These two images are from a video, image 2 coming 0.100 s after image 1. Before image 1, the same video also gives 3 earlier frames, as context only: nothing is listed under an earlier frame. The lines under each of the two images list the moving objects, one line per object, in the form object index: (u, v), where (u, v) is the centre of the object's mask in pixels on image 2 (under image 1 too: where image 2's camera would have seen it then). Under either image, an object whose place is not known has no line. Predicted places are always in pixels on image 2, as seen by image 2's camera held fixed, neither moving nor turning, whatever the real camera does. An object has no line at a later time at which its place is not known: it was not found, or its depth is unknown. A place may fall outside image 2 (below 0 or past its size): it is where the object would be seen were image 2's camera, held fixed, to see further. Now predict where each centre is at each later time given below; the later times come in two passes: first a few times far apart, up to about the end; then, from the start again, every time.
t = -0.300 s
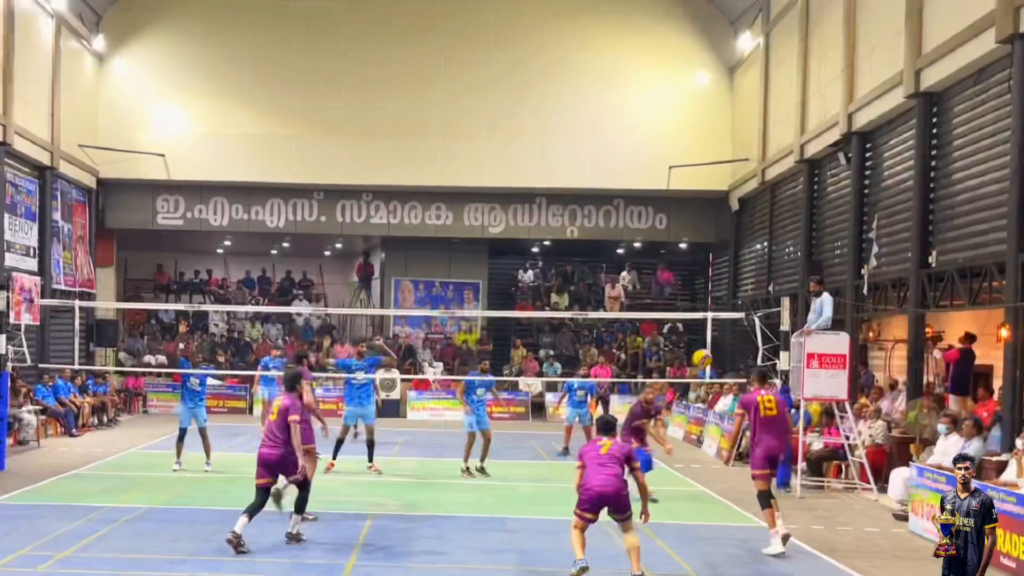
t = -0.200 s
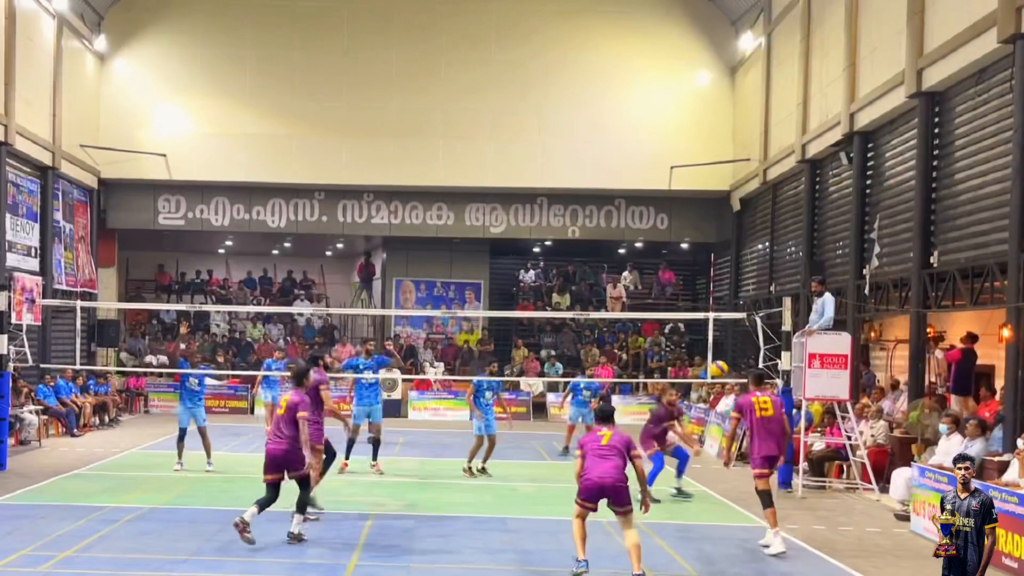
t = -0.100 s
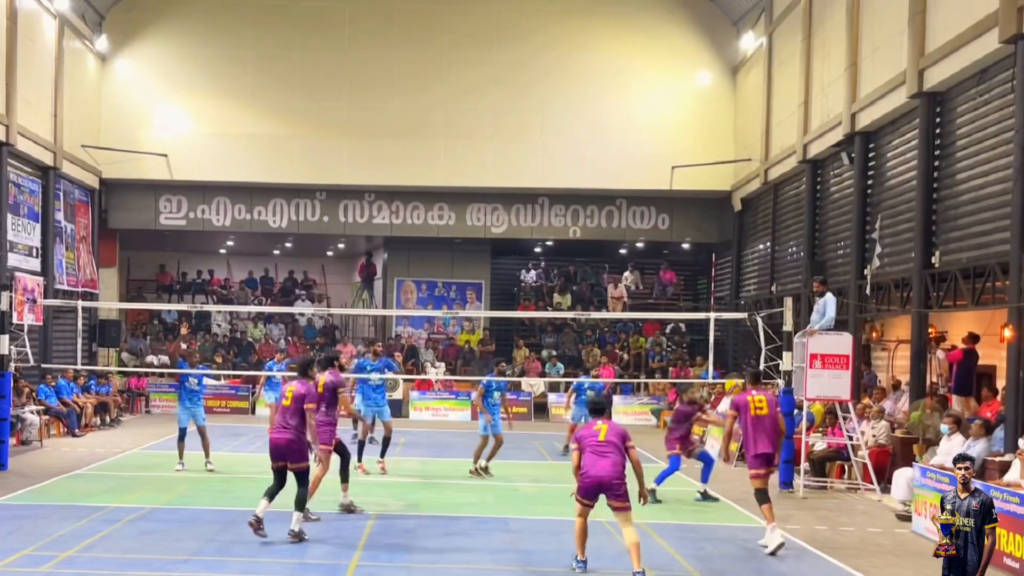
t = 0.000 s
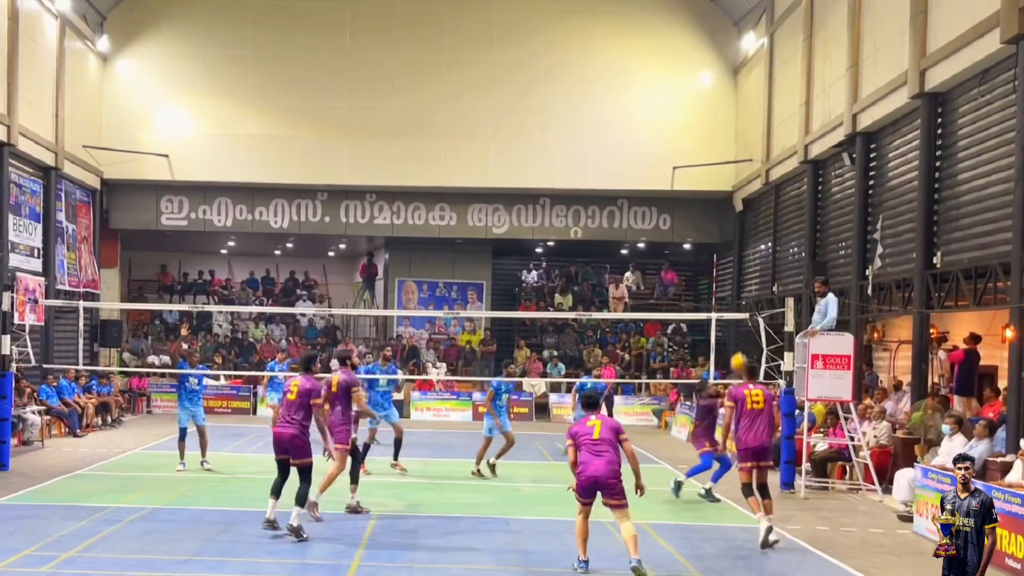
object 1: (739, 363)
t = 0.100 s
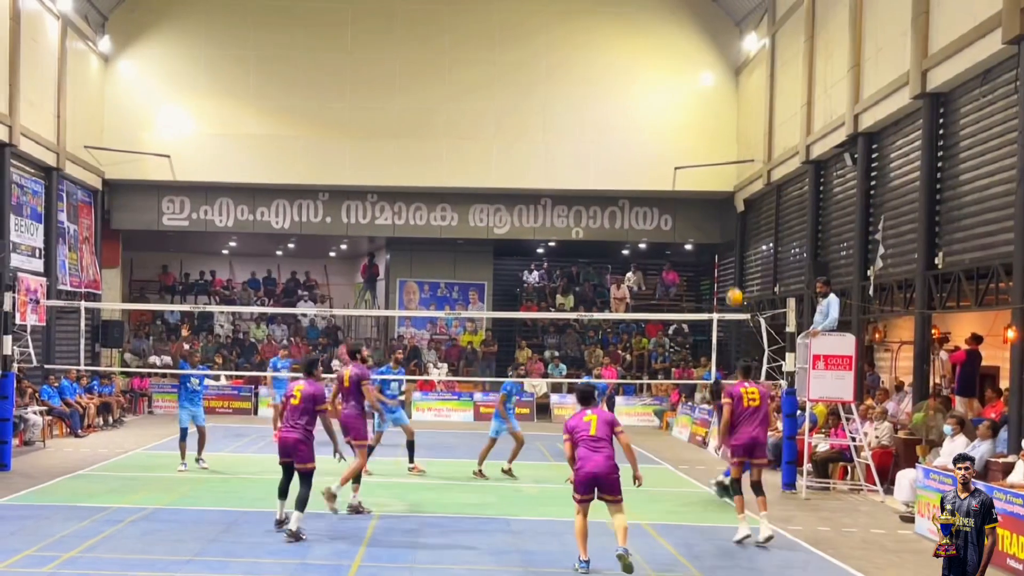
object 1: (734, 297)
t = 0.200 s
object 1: (729, 240)
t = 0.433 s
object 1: (713, 140)
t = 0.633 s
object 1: (698, 89)
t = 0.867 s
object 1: (680, 69)
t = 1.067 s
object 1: (664, 83)
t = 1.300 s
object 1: (645, 138)
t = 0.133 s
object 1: (733, 277)
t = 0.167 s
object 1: (731, 258)
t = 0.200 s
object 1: (729, 240)
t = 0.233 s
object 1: (726, 222)
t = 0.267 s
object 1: (724, 207)
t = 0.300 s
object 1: (723, 192)
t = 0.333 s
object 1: (720, 177)
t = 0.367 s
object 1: (718, 164)
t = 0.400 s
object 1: (715, 152)
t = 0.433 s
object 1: (713, 140)
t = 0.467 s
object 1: (711, 129)
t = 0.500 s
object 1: (708, 119)
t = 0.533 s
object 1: (705, 110)
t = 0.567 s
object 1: (703, 102)
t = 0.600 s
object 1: (701, 95)
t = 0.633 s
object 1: (698, 89)
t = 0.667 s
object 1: (696, 83)
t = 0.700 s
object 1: (693, 79)
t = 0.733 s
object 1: (691, 75)
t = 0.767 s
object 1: (688, 72)
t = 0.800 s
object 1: (685, 70)
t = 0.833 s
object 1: (683, 69)
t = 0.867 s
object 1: (680, 69)
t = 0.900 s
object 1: (678, 69)
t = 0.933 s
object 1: (675, 70)
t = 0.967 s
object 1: (672, 72)
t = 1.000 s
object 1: (670, 75)
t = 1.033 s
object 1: (667, 79)
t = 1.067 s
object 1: (664, 83)
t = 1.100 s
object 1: (661, 89)
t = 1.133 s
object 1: (659, 95)
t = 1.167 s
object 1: (656, 102)
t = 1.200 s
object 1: (654, 110)
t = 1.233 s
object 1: (651, 118)
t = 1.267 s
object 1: (648, 127)
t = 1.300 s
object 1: (645, 138)
